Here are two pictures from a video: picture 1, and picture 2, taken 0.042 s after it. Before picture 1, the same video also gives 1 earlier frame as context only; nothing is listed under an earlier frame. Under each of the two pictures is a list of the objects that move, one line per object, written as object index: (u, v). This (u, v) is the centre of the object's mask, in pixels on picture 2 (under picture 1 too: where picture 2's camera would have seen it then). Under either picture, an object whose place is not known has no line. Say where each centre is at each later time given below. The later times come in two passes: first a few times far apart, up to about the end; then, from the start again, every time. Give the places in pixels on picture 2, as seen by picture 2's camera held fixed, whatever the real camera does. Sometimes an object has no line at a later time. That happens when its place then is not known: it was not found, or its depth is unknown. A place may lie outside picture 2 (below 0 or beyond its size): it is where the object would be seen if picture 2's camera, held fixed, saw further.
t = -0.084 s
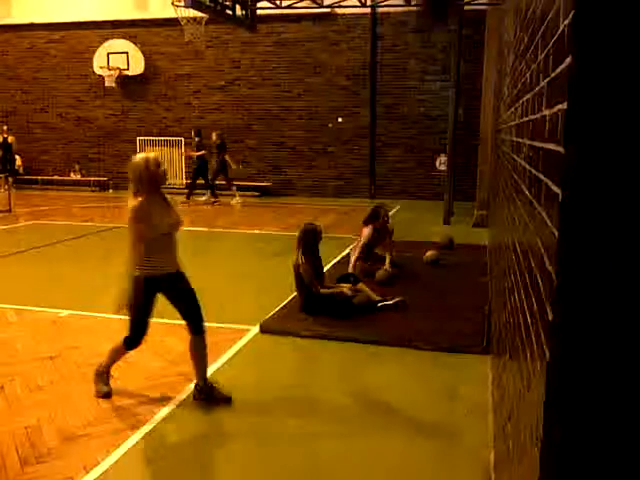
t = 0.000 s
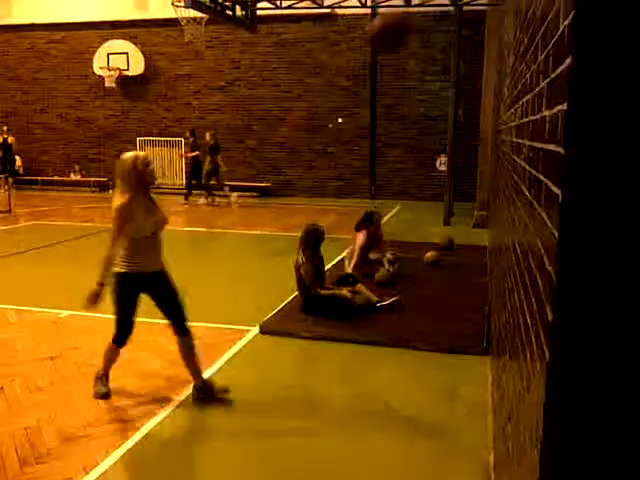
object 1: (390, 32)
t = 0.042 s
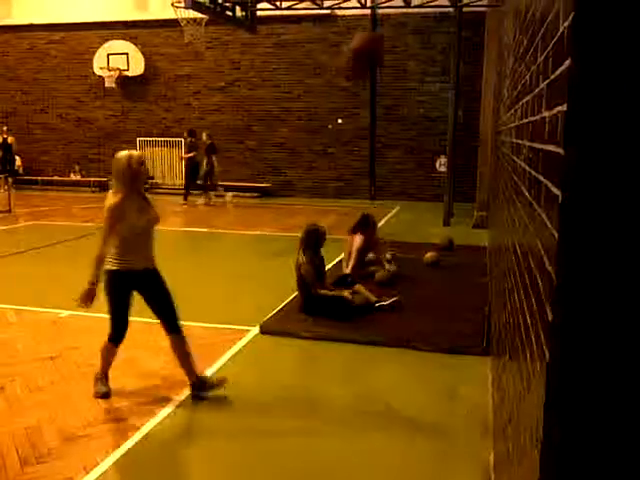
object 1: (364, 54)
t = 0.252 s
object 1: (259, 199)
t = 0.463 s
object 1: (172, 374)
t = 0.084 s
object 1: (342, 76)
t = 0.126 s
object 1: (323, 103)
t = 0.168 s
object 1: (300, 131)
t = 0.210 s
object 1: (280, 168)
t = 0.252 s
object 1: (259, 199)
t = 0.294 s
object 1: (240, 237)
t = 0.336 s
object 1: (221, 274)
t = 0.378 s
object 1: (204, 306)
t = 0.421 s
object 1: (184, 359)
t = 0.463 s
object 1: (172, 374)
